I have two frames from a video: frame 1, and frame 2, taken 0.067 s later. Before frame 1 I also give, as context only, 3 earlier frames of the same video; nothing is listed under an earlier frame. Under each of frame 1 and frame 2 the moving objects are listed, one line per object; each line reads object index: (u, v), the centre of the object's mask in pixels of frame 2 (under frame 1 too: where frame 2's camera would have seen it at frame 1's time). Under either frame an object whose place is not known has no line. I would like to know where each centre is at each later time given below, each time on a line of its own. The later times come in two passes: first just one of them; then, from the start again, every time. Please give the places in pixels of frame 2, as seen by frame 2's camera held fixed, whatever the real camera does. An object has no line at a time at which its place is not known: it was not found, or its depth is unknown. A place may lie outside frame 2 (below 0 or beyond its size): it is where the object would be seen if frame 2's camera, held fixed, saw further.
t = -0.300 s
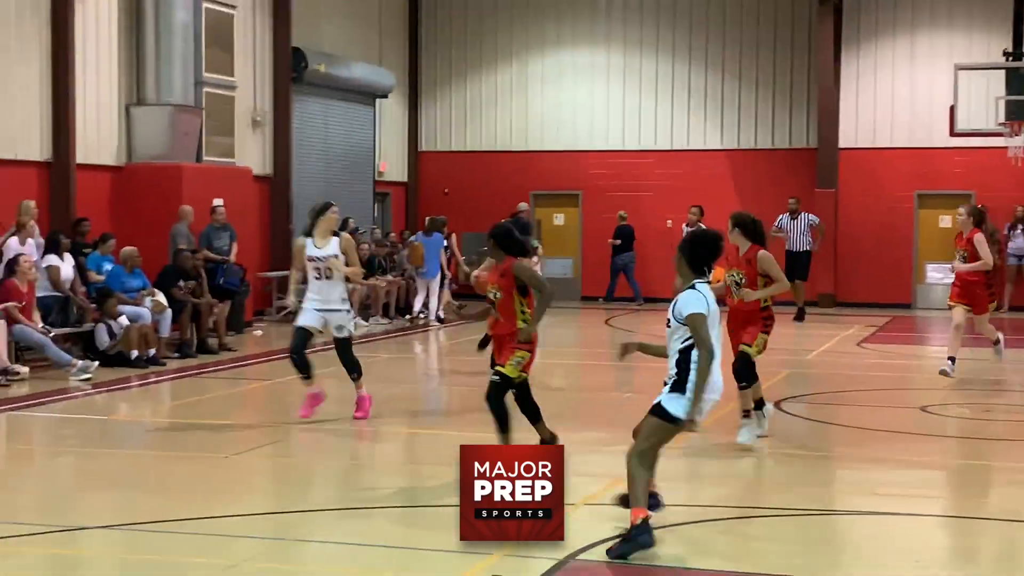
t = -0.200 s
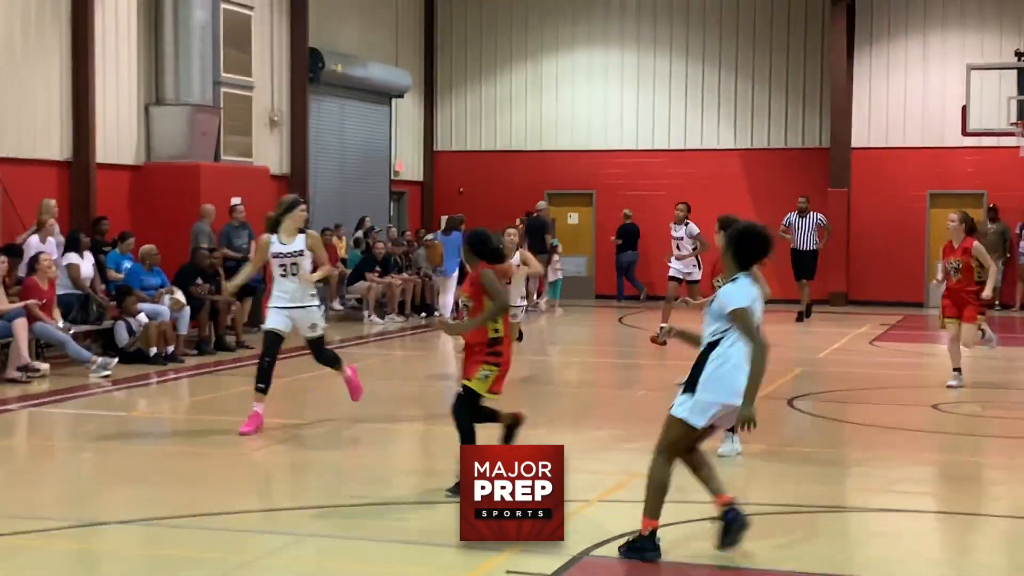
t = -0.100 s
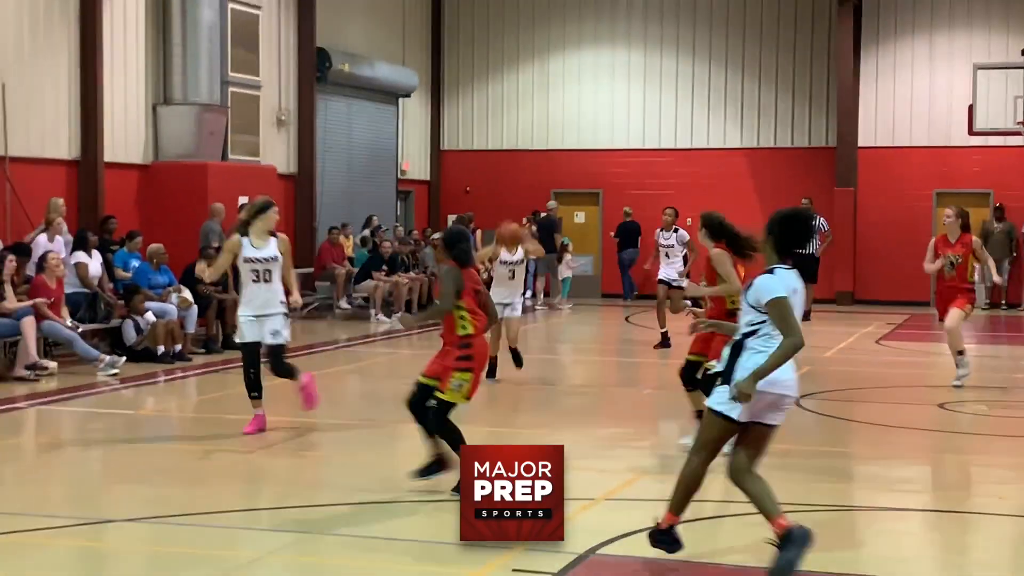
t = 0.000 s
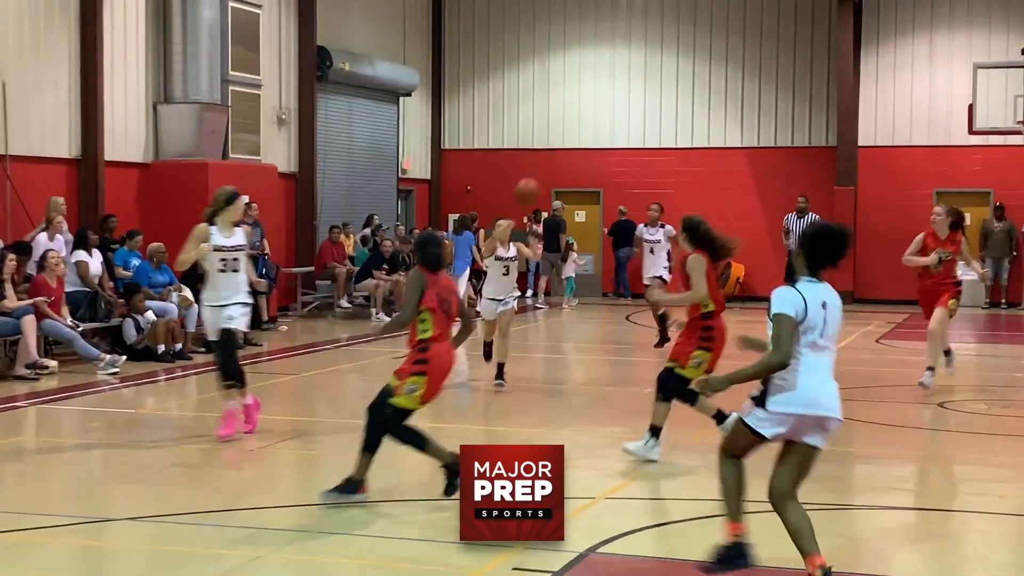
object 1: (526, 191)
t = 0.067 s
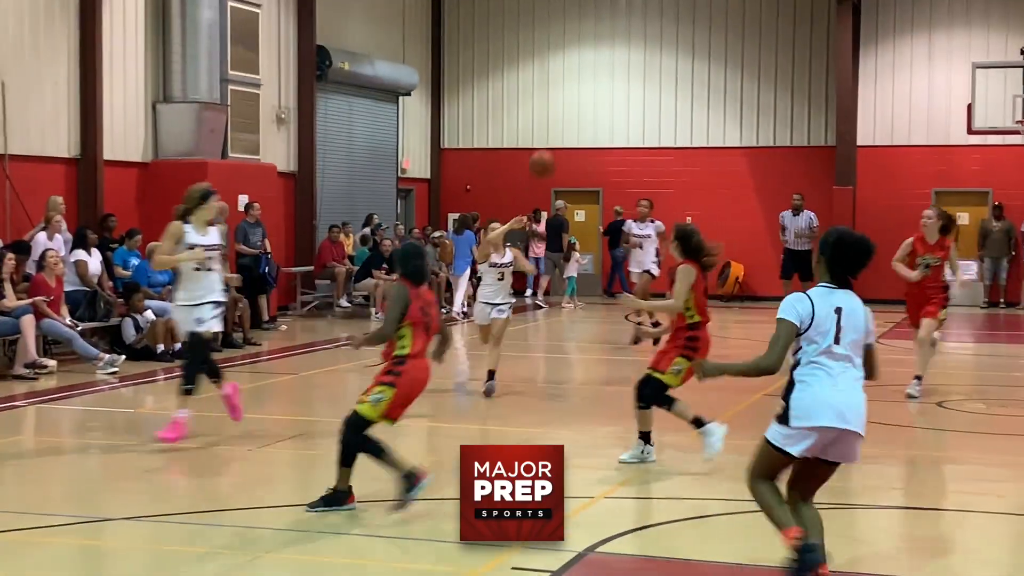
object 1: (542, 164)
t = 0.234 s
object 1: (589, 108)
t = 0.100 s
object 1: (551, 153)
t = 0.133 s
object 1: (559, 140)
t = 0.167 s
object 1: (568, 129)
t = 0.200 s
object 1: (578, 119)
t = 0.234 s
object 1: (589, 108)
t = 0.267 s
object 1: (601, 99)
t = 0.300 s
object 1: (614, 91)
